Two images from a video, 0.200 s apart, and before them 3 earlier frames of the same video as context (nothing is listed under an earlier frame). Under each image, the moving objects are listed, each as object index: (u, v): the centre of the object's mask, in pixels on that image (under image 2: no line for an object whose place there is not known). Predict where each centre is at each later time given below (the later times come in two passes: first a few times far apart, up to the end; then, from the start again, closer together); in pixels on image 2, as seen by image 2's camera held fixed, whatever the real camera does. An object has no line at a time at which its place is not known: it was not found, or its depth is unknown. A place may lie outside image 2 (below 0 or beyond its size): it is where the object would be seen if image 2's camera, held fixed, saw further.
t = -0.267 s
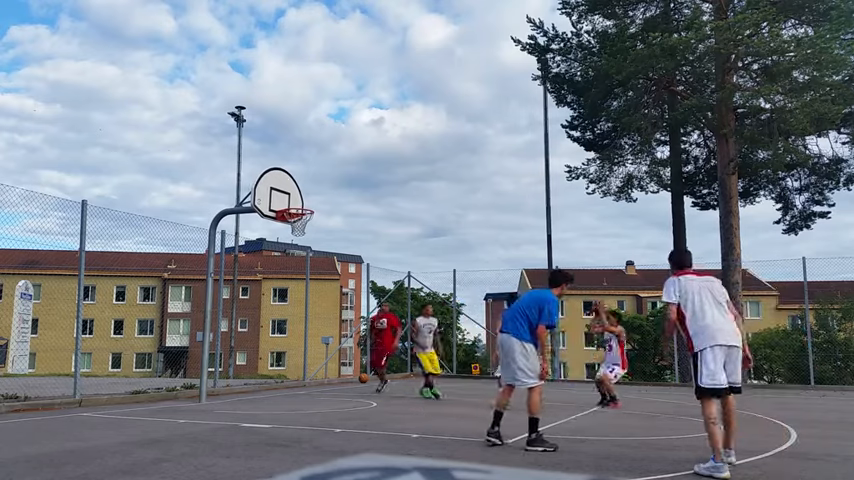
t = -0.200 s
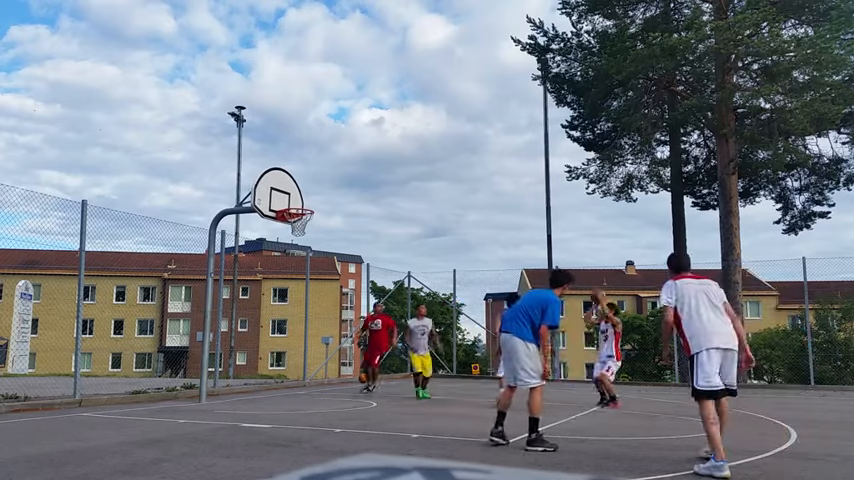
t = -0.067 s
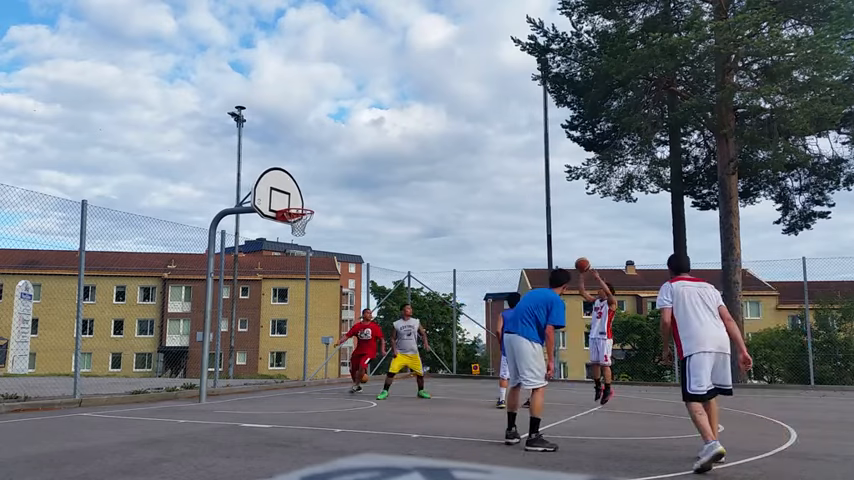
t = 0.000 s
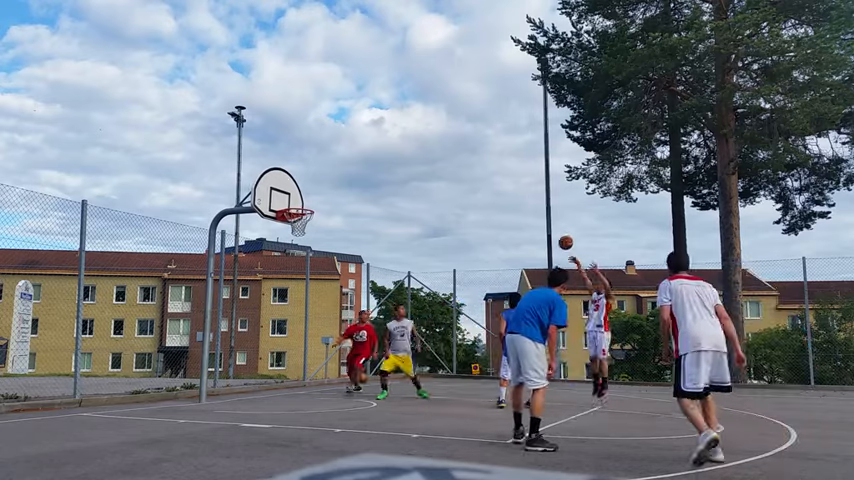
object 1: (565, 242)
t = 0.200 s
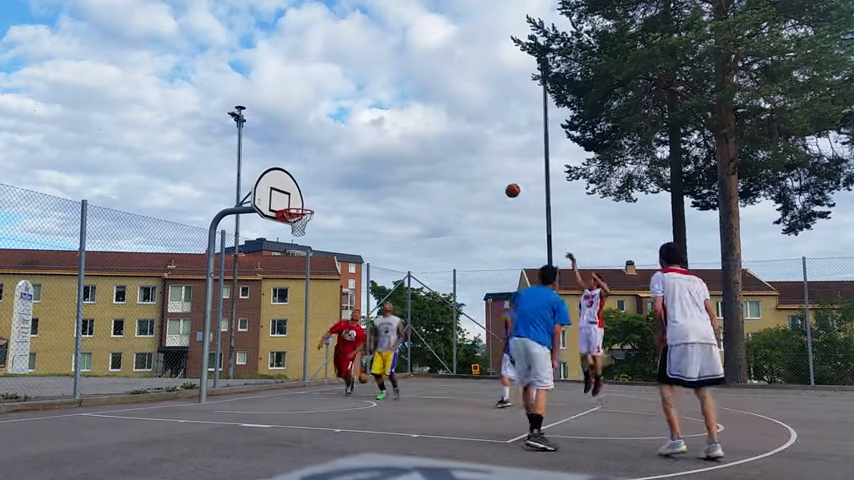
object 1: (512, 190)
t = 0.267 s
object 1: (495, 178)
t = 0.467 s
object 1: (443, 158)
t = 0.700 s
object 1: (384, 163)
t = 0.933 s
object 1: (323, 199)
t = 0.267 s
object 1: (495, 178)
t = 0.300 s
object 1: (486, 173)
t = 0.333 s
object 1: (478, 169)
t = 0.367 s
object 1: (469, 165)
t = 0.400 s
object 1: (460, 162)
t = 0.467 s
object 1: (443, 158)
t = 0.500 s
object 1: (435, 157)
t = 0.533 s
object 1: (427, 156)
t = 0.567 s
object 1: (418, 156)
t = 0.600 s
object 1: (410, 157)
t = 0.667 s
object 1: (392, 160)
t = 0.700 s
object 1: (384, 163)
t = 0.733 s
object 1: (375, 166)
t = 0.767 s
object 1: (367, 170)
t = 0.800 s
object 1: (358, 174)
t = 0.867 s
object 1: (341, 185)
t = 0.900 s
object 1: (332, 192)
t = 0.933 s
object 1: (323, 199)
